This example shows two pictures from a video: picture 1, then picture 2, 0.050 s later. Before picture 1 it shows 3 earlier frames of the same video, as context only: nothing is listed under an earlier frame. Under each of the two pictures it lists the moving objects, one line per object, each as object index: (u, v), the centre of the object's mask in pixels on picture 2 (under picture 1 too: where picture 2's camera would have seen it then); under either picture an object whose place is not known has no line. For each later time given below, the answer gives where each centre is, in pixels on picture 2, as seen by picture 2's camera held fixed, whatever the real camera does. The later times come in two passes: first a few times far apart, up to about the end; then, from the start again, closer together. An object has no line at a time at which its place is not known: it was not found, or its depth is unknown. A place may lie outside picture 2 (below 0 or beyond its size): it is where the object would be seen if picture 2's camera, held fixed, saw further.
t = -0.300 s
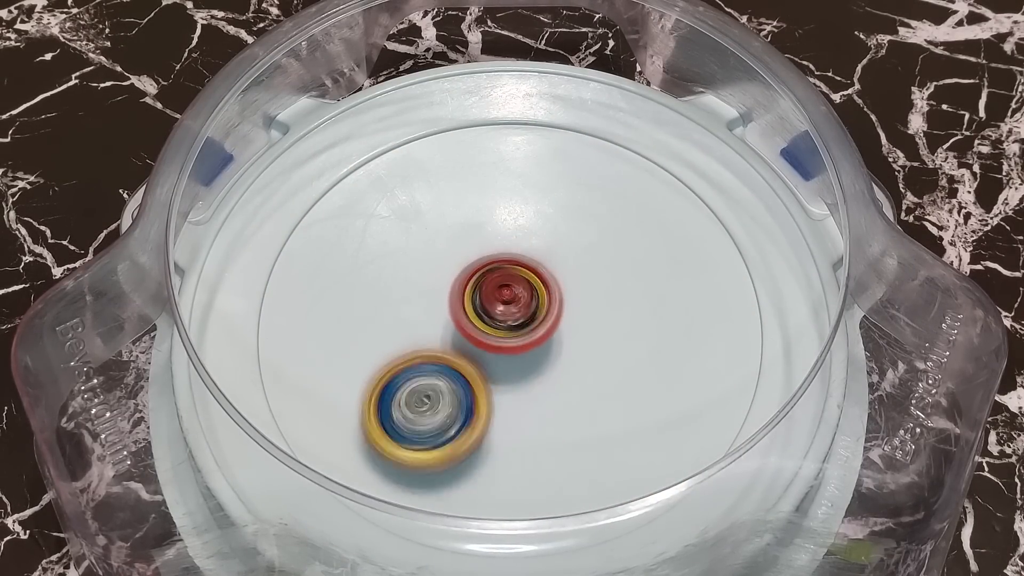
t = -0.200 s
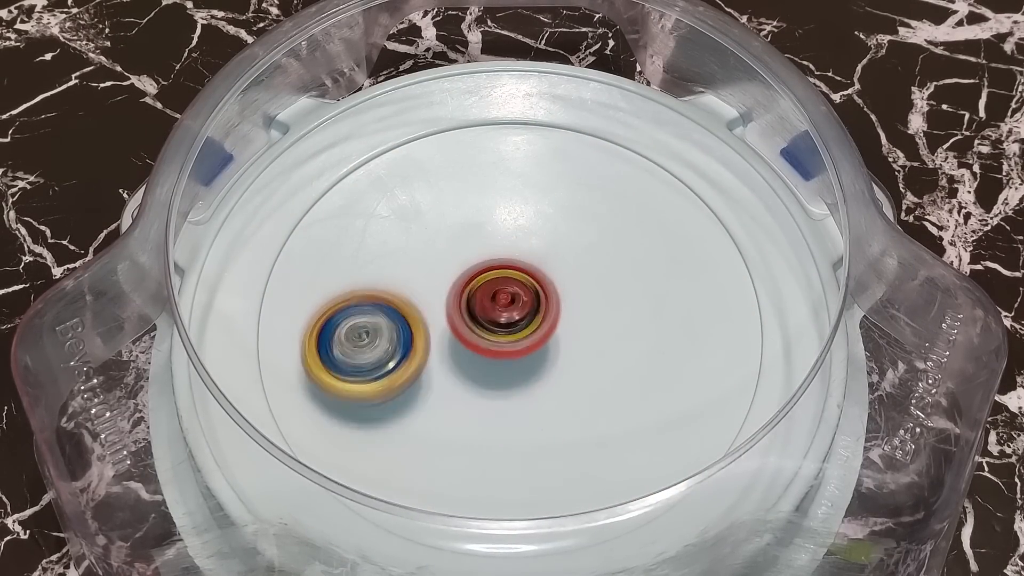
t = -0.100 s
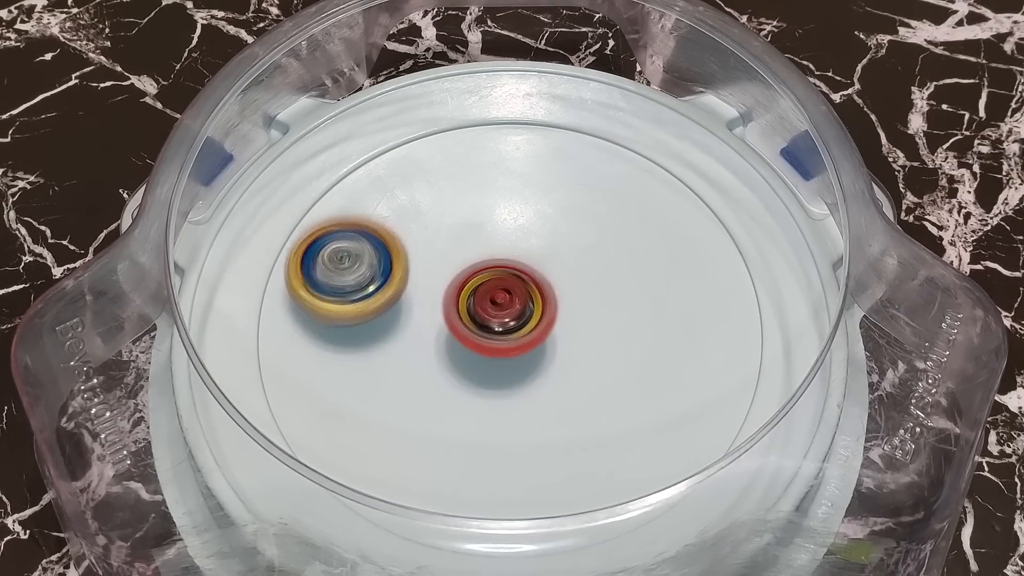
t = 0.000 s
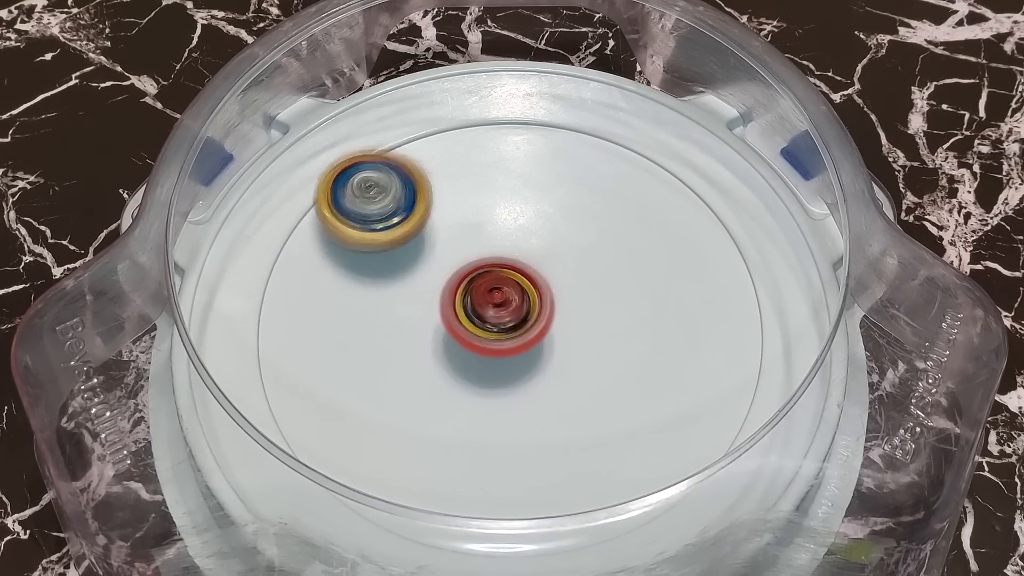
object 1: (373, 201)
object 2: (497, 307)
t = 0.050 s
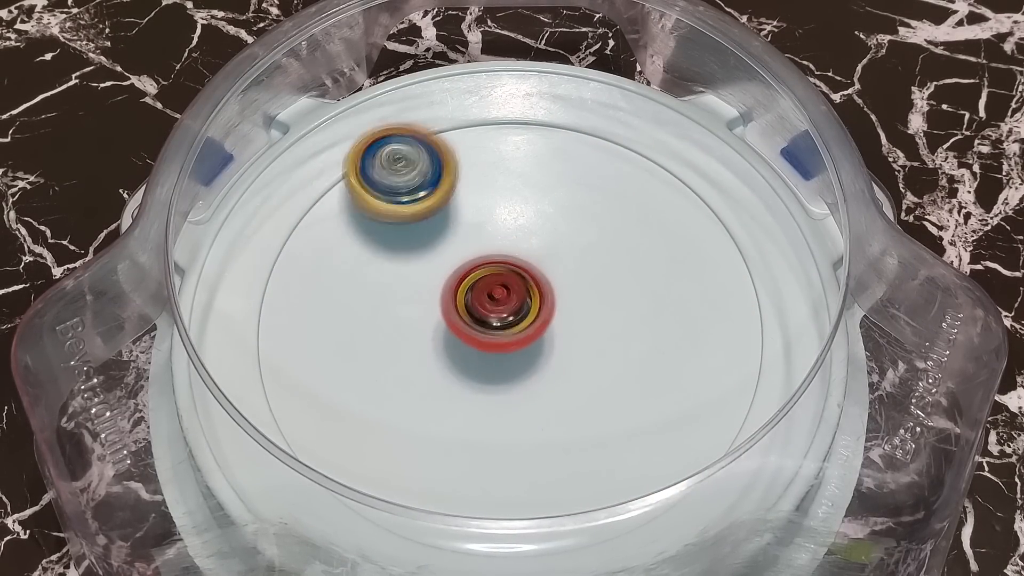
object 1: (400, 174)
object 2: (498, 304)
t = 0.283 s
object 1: (584, 172)
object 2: (511, 304)
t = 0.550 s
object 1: (629, 369)
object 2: (506, 314)
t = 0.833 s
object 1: (405, 443)
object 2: (436, 275)
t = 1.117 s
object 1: (343, 254)
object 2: (500, 237)
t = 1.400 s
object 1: (490, 192)
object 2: (721, 233)
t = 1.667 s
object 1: (527, 341)
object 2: (684, 280)
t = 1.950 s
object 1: (348, 355)
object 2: (558, 298)
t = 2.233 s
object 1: (452, 237)
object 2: (470, 359)
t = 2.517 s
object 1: (624, 329)
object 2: (496, 404)
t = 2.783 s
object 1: (594, 461)
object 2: (446, 389)
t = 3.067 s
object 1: (503, 346)
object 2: (296, 242)
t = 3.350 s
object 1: (573, 206)
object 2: (391, 227)
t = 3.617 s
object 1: (670, 226)
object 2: (542, 319)
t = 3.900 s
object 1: (509, 278)
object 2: (657, 412)
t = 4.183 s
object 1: (379, 202)
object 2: (612, 372)
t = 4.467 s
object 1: (460, 202)
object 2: (565, 286)
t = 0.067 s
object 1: (412, 166)
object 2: (497, 304)
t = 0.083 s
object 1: (424, 160)
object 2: (499, 303)
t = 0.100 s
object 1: (436, 155)
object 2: (498, 303)
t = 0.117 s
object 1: (449, 150)
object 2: (501, 303)
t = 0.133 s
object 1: (463, 148)
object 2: (501, 302)
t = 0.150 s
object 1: (476, 146)
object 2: (503, 303)
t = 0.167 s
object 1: (490, 145)
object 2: (504, 302)
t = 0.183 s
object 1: (504, 146)
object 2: (505, 303)
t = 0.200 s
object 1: (518, 148)
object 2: (507, 303)
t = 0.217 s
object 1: (532, 150)
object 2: (507, 303)
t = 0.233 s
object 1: (546, 154)
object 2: (510, 304)
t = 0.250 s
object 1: (559, 159)
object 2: (509, 303)
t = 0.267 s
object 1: (571, 166)
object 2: (512, 305)
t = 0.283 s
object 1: (584, 172)
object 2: (511, 304)
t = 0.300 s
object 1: (594, 181)
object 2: (513, 306)
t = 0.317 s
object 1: (604, 190)
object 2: (514, 305)
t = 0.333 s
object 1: (615, 199)
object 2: (513, 307)
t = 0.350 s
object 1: (622, 212)
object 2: (516, 307)
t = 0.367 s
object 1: (630, 222)
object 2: (514, 308)
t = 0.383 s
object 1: (635, 234)
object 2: (516, 309)
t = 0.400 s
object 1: (640, 249)
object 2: (515, 309)
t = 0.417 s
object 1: (644, 260)
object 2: (516, 311)
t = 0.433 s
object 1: (645, 274)
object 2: (516, 310)
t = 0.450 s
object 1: (646, 289)
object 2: (516, 312)
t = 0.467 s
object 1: (646, 301)
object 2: (517, 312)
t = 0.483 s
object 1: (644, 315)
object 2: (515, 313)
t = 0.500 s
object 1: (642, 330)
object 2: (516, 314)
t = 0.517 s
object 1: (637, 342)
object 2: (514, 314)
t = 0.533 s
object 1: (632, 356)
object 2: (513, 316)
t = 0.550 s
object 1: (629, 369)
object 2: (506, 314)
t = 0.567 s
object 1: (622, 380)
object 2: (499, 314)
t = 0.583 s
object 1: (615, 392)
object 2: (496, 312)
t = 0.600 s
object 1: (607, 404)
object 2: (489, 310)
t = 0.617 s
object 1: (596, 413)
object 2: (485, 309)
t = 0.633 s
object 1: (584, 423)
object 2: (479, 306)
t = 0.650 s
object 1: (573, 433)
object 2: (474, 305)
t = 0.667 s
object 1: (559, 438)
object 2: (469, 302)
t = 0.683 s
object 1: (544, 445)
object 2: (464, 300)
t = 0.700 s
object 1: (530, 453)
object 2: (461, 298)
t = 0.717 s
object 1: (514, 454)
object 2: (455, 295)
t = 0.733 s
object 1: (497, 458)
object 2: (452, 294)
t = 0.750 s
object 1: (481, 460)
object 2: (449, 290)
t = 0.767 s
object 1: (466, 458)
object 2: (445, 287)
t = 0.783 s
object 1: (449, 456)
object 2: (443, 284)
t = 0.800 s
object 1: (433, 454)
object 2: (440, 281)
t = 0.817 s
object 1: (419, 449)
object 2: (439, 279)
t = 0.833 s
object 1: (405, 443)
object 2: (436, 275)
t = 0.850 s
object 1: (389, 435)
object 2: (436, 274)
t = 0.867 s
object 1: (377, 427)
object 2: (435, 270)
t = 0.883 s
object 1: (367, 417)
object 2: (434, 269)
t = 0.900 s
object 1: (357, 405)
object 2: (436, 267)
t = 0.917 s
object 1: (348, 394)
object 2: (435, 265)
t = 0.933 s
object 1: (341, 384)
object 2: (437, 264)
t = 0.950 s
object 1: (336, 370)
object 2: (437, 261)
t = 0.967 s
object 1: (332, 356)
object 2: (438, 261)
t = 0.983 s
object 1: (329, 345)
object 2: (441, 259)
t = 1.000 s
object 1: (330, 331)
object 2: (441, 259)
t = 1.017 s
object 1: (331, 318)
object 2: (445, 258)
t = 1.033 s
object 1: (332, 305)
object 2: (446, 257)
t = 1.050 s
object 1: (333, 295)
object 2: (455, 254)
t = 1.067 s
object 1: (333, 286)
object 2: (467, 248)
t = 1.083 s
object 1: (335, 274)
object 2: (479, 244)
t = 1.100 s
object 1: (339, 264)
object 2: (491, 241)
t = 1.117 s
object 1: (343, 254)
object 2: (500, 237)
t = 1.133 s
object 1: (351, 244)
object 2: (509, 236)
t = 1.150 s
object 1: (359, 235)
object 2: (517, 233)
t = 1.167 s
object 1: (368, 225)
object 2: (522, 232)
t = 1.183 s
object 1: (380, 218)
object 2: (528, 231)
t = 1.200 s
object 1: (390, 212)
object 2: (533, 229)
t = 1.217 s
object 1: (403, 205)
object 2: (539, 229)
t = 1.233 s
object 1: (415, 201)
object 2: (546, 227)
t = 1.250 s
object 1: (428, 199)
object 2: (550, 226)
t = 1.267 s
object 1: (441, 196)
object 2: (557, 226)
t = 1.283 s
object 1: (454, 195)
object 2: (563, 225)
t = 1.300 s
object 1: (457, 191)
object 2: (589, 225)
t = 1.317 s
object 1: (457, 190)
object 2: (618, 227)
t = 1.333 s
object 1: (460, 188)
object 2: (643, 227)
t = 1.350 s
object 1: (466, 188)
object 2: (665, 229)
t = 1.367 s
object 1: (472, 188)
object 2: (688, 230)
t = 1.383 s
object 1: (481, 189)
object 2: (705, 232)
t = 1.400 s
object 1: (490, 192)
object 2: (721, 233)
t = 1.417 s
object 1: (500, 194)
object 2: (734, 235)
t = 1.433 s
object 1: (510, 201)
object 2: (741, 239)
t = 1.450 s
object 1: (519, 207)
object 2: (743, 241)
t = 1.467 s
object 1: (528, 215)
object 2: (746, 244)
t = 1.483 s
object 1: (535, 224)
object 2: (745, 248)
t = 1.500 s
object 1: (541, 233)
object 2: (745, 249)
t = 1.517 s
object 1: (546, 244)
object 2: (744, 253)
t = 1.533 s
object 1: (549, 254)
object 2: (741, 255)
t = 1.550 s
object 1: (552, 266)
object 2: (740, 257)
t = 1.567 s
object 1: (551, 277)
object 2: (734, 262)
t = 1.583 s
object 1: (550, 287)
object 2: (727, 267)
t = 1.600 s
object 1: (548, 300)
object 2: (719, 270)
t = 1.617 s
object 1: (545, 310)
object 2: (710, 274)
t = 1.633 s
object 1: (542, 321)
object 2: (702, 277)
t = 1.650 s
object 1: (535, 331)
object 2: (694, 278)
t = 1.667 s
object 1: (527, 341)
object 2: (684, 280)
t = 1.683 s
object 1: (520, 351)
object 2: (676, 283)
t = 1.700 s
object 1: (512, 358)
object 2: (667, 284)
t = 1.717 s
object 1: (504, 365)
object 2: (658, 284)
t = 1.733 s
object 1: (492, 372)
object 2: (650, 286)
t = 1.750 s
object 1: (481, 378)
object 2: (643, 286)
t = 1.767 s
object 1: (470, 385)
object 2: (635, 286)
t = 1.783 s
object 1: (459, 388)
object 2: (627, 287)
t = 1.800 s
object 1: (448, 390)
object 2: (622, 288)
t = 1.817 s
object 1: (435, 391)
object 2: (614, 288)
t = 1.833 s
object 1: (421, 391)
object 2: (608, 289)
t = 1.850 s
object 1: (409, 391)
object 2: (602, 289)
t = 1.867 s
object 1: (397, 388)
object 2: (595, 289)
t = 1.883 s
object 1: (388, 385)
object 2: (587, 291)
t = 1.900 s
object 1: (376, 379)
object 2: (581, 293)
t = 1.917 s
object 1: (367, 372)
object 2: (573, 293)
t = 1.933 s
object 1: (356, 365)
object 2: (565, 296)
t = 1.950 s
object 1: (348, 355)
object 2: (558, 298)
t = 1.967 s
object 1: (342, 348)
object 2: (551, 300)
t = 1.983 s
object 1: (338, 338)
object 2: (542, 302)
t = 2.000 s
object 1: (337, 327)
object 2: (537, 305)
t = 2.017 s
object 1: (335, 316)
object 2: (528, 307)
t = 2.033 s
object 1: (337, 305)
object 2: (521, 312)
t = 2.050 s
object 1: (339, 296)
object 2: (514, 315)
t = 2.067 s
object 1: (344, 285)
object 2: (509, 318)
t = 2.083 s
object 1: (351, 278)
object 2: (503, 323)
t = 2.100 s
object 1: (359, 268)
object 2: (498, 327)
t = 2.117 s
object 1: (369, 261)
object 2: (493, 330)
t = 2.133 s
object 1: (378, 255)
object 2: (487, 335)
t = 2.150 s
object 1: (390, 249)
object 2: (483, 339)
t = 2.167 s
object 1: (401, 246)
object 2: (479, 342)
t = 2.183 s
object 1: (413, 242)
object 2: (475, 348)
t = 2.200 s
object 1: (426, 240)
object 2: (473, 352)
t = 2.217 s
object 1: (438, 237)
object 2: (471, 355)
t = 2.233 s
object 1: (452, 237)
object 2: (470, 359)
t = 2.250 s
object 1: (464, 238)
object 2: (468, 362)
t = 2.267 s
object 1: (477, 239)
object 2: (467, 366)
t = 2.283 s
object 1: (489, 241)
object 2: (467, 371)
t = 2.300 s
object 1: (501, 242)
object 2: (467, 375)
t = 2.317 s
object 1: (514, 246)
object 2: (467, 377)
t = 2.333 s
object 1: (525, 250)
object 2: (468, 381)
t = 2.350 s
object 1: (538, 254)
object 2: (469, 384)
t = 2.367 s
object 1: (548, 259)
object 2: (470, 387)
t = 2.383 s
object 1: (559, 264)
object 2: (472, 389)
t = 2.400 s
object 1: (568, 271)
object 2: (475, 393)
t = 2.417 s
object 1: (577, 278)
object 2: (477, 395)
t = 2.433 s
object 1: (587, 286)
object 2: (479, 397)
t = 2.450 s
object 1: (595, 293)
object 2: (482, 399)
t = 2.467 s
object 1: (604, 301)
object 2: (485, 401)
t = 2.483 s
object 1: (611, 310)
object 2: (487, 402)
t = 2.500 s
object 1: (617, 318)
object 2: (492, 403)
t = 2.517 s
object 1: (624, 329)
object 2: (496, 404)
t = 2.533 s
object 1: (628, 338)
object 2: (499, 404)
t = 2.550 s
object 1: (632, 349)
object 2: (504, 404)
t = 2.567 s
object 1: (634, 358)
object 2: (507, 403)
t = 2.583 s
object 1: (636, 369)
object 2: (510, 402)
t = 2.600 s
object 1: (638, 378)
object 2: (505, 404)
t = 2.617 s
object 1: (643, 385)
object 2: (495, 405)
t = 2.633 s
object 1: (647, 394)
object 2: (482, 409)
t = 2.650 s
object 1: (648, 402)
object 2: (474, 412)
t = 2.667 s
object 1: (649, 411)
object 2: (467, 411)
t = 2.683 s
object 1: (647, 419)
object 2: (459, 412)
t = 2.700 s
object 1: (644, 428)
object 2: (457, 411)
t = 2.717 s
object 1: (638, 437)
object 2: (455, 408)
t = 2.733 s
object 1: (629, 444)
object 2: (453, 404)
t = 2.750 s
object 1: (618, 450)
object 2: (452, 400)
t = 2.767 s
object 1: (607, 456)
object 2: (450, 394)
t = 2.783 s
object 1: (594, 461)
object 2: (446, 389)
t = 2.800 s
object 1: (582, 463)
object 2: (443, 386)
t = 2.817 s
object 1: (569, 464)
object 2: (441, 383)
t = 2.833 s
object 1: (556, 464)
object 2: (439, 379)
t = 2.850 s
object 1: (544, 462)
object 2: (438, 375)
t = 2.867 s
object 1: (531, 458)
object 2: (437, 371)
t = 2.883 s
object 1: (521, 451)
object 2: (435, 366)
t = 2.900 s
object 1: (517, 444)
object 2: (412, 358)
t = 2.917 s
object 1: (514, 437)
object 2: (396, 352)
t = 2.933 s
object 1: (510, 429)
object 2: (378, 335)
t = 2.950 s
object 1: (508, 419)
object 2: (365, 321)
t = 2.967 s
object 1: (504, 408)
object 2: (351, 306)
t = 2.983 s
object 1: (503, 398)
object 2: (335, 296)
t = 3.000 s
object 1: (500, 388)
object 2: (324, 288)
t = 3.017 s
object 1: (501, 377)
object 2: (316, 272)
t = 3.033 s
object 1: (501, 366)
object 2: (307, 260)
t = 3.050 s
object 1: (503, 356)
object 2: (300, 251)
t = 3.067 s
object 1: (503, 346)
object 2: (296, 242)
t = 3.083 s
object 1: (506, 336)
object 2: (293, 234)
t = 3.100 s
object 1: (506, 326)
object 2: (292, 224)
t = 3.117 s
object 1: (510, 316)
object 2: (291, 218)
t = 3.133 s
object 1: (511, 307)
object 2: (293, 214)
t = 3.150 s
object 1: (516, 297)
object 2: (297, 211)
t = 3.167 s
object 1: (518, 289)
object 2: (304, 209)
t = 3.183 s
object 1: (523, 280)
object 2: (310, 209)
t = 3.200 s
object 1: (526, 271)
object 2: (318, 210)
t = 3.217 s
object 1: (531, 263)
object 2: (327, 214)
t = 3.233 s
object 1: (534, 255)
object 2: (337, 215)
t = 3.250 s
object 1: (540, 247)
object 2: (346, 214)
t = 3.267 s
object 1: (544, 240)
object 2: (354, 215)
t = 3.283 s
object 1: (550, 232)
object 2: (362, 218)
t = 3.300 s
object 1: (554, 225)
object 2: (371, 221)
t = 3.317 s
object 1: (561, 218)
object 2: (378, 223)
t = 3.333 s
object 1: (566, 212)
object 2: (385, 226)
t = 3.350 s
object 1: (573, 206)
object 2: (391, 227)
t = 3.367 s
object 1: (578, 200)
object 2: (397, 231)
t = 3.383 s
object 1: (586, 195)
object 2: (403, 234)
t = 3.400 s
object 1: (593, 190)
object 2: (411, 238)
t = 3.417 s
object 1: (601, 186)
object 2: (418, 242)
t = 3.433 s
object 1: (608, 183)
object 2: (425, 246)
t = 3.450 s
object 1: (617, 181)
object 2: (435, 250)
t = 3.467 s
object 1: (624, 180)
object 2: (444, 258)
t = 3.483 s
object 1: (634, 179)
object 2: (454, 264)
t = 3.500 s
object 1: (641, 180)
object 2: (465, 269)
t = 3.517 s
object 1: (650, 183)
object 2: (475, 277)
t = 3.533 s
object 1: (656, 187)
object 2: (486, 282)
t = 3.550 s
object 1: (664, 192)
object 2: (498, 288)
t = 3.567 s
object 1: (666, 199)
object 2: (509, 299)
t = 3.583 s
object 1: (670, 207)
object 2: (520, 305)
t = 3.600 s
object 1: (670, 216)
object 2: (532, 311)
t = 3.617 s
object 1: (670, 226)
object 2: (542, 319)
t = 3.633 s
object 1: (666, 236)
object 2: (552, 325)
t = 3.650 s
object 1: (663, 246)
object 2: (563, 330)
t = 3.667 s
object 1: (655, 254)
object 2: (573, 337)
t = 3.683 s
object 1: (649, 262)
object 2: (582, 342)
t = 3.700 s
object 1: (640, 267)
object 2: (591, 354)
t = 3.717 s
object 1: (630, 272)
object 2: (598, 363)
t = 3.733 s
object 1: (619, 276)
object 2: (607, 371)
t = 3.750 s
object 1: (609, 281)
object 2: (615, 380)
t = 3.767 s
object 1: (596, 282)
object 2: (623, 389)
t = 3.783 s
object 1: (585, 284)
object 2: (632, 398)
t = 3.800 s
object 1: (573, 284)
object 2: (639, 402)
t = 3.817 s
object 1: (562, 285)
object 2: (643, 407)
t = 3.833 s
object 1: (551, 283)
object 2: (648, 411)
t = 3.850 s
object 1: (540, 283)
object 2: (653, 413)
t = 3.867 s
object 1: (530, 281)
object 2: (656, 413)
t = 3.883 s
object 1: (519, 281)
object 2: (657, 414)
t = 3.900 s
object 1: (509, 278)
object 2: (657, 412)
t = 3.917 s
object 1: (499, 277)
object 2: (658, 410)
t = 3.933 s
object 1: (490, 273)
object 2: (658, 407)
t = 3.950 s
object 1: (480, 271)
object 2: (657, 404)
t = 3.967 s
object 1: (472, 267)
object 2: (654, 400)
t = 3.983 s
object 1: (462, 264)
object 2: (652, 397)
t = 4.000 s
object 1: (454, 260)
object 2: (650, 394)
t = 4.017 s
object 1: (445, 257)
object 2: (648, 392)
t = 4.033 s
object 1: (438, 253)
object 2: (647, 390)
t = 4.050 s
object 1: (429, 248)
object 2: (647, 388)
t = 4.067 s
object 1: (422, 244)
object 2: (647, 386)
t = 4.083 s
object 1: (414, 239)
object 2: (646, 383)
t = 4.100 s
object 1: (408, 234)
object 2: (643, 380)
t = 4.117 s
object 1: (400, 228)
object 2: (639, 379)
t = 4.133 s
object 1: (395, 222)
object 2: (634, 378)
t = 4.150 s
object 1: (388, 215)
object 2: (628, 377)
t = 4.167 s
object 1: (384, 210)
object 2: (620, 376)
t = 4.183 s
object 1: (379, 202)
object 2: (612, 372)
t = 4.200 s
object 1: (376, 196)
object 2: (605, 367)
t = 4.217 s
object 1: (374, 188)
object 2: (598, 363)
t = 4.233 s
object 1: (374, 182)
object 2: (590, 359)
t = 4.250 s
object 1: (375, 174)
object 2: (582, 353)
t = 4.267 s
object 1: (377, 169)
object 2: (576, 347)
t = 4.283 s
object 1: (382, 164)
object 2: (571, 341)
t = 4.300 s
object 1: (387, 160)
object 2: (567, 335)
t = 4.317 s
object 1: (395, 158)
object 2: (563, 328)
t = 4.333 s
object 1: (400, 158)
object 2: (560, 322)
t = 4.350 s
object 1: (410, 159)
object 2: (559, 315)
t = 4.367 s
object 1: (417, 161)
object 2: (558, 309)
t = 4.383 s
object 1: (427, 166)
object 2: (558, 303)
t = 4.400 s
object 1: (434, 171)
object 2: (558, 298)
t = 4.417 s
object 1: (442, 179)
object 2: (560, 294)
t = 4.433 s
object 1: (449, 185)
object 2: (561, 290)
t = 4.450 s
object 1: (454, 194)
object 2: (563, 288)
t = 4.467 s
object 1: (460, 202)
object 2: (565, 286)
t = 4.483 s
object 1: (464, 211)
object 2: (567, 284)
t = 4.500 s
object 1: (470, 220)
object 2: (569, 282)
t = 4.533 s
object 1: (477, 238)
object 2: (573, 279)
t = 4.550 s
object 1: (478, 247)
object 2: (577, 279)
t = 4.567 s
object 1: (478, 255)
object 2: (580, 279)
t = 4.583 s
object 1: (475, 262)
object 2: (583, 281)
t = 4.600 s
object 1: (475, 271)
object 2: (585, 285)
